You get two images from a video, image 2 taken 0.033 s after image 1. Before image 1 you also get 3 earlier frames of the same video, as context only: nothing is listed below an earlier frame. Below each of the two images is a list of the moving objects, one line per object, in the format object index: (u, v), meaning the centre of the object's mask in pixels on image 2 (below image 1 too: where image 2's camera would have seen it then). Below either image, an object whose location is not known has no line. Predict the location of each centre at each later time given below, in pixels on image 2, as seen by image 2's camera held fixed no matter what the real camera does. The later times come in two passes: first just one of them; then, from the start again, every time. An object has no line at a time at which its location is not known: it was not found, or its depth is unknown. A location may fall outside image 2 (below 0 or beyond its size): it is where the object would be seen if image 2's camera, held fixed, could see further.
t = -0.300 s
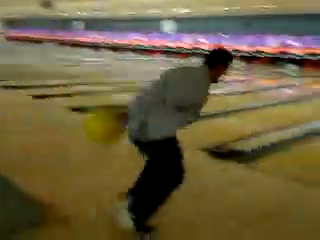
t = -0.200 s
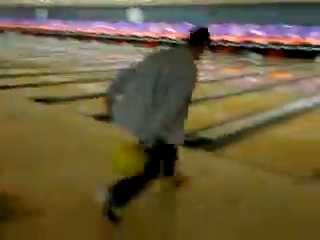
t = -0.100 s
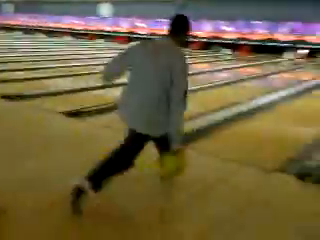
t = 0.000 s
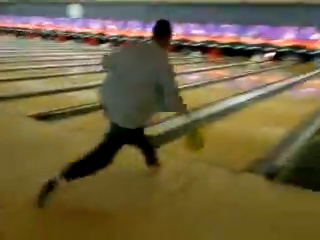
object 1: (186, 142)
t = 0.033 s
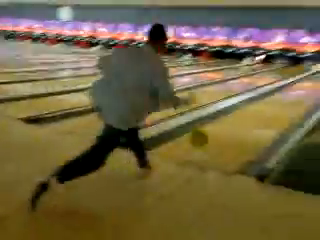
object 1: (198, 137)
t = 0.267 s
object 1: (255, 119)
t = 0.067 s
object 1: (210, 134)
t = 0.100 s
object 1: (220, 131)
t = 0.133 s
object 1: (227, 130)
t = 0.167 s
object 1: (235, 130)
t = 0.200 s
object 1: (243, 126)
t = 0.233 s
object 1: (249, 122)
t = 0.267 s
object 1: (255, 119)
